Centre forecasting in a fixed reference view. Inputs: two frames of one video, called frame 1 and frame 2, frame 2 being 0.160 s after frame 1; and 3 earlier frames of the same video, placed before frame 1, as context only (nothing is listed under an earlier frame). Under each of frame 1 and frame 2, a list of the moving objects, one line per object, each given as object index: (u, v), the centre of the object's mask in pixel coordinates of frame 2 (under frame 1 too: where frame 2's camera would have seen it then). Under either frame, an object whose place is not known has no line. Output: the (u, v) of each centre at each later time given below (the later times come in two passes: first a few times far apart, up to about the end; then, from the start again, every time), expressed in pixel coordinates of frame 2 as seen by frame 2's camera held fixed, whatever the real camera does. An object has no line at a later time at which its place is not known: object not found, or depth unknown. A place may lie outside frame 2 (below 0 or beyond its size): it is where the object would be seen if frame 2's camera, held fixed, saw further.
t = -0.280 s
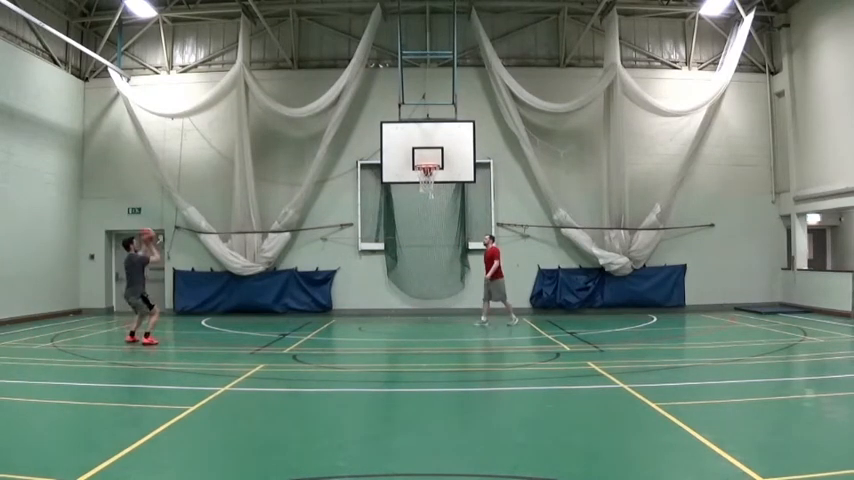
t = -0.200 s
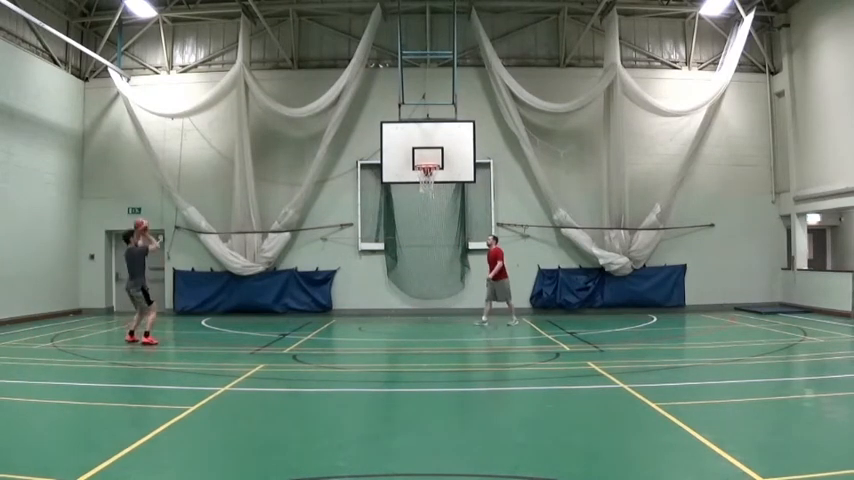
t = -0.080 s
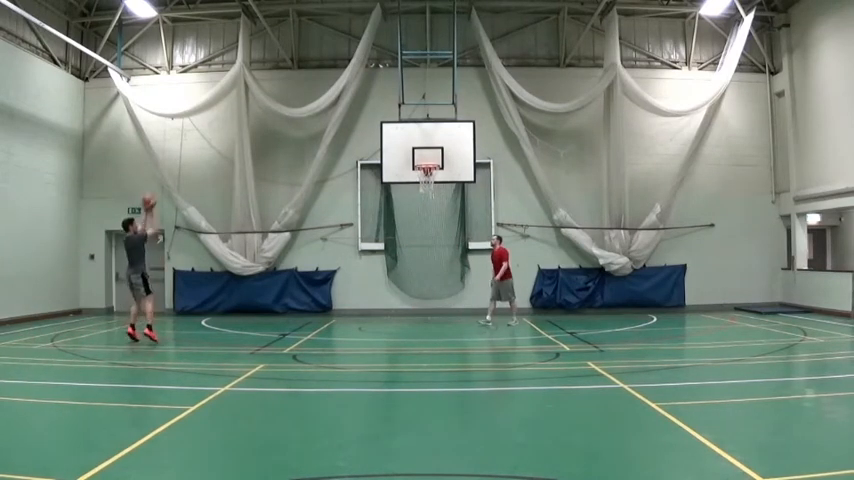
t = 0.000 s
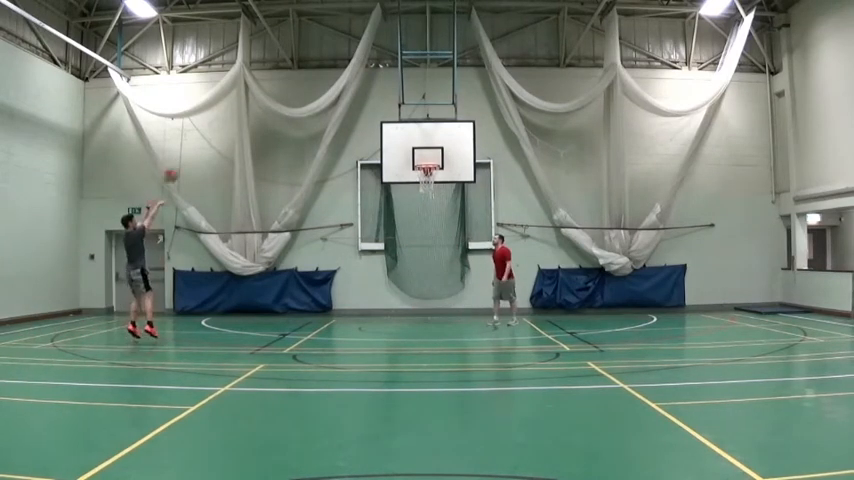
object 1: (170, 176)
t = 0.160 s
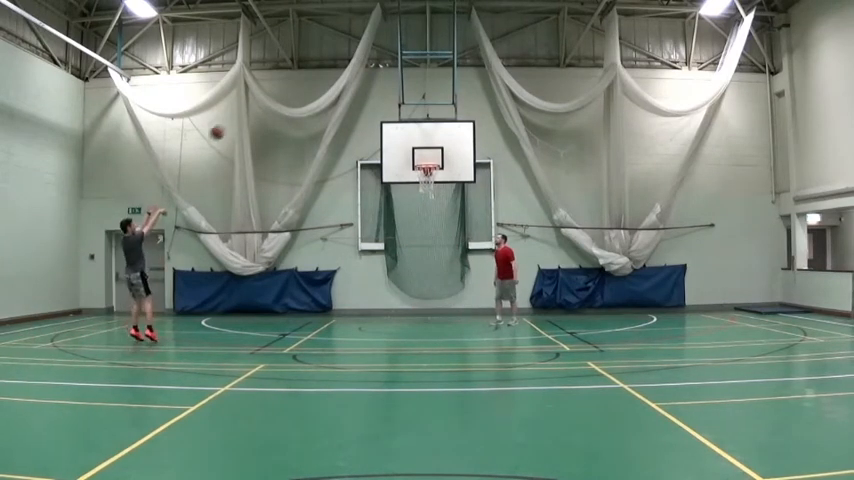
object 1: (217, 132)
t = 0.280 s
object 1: (249, 113)
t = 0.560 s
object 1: (322, 97)
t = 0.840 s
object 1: (387, 125)
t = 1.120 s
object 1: (431, 187)
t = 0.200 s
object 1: (228, 125)
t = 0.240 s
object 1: (238, 118)
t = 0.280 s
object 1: (249, 113)
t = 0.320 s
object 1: (261, 107)
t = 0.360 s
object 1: (271, 103)
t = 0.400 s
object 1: (281, 100)
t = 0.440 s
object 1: (292, 98)
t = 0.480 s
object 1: (302, 97)
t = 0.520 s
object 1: (312, 96)
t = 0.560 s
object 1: (322, 97)
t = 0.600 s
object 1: (331, 99)
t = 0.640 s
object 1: (341, 101)
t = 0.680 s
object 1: (351, 103)
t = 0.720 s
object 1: (360, 108)
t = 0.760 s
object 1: (369, 113)
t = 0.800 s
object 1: (377, 119)
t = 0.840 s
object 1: (387, 125)
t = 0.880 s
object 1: (396, 132)
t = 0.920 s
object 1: (405, 140)
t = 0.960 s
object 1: (414, 149)
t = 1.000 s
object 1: (422, 158)
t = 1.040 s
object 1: (429, 169)
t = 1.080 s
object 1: (432, 177)
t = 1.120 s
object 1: (431, 187)
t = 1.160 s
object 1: (430, 193)
